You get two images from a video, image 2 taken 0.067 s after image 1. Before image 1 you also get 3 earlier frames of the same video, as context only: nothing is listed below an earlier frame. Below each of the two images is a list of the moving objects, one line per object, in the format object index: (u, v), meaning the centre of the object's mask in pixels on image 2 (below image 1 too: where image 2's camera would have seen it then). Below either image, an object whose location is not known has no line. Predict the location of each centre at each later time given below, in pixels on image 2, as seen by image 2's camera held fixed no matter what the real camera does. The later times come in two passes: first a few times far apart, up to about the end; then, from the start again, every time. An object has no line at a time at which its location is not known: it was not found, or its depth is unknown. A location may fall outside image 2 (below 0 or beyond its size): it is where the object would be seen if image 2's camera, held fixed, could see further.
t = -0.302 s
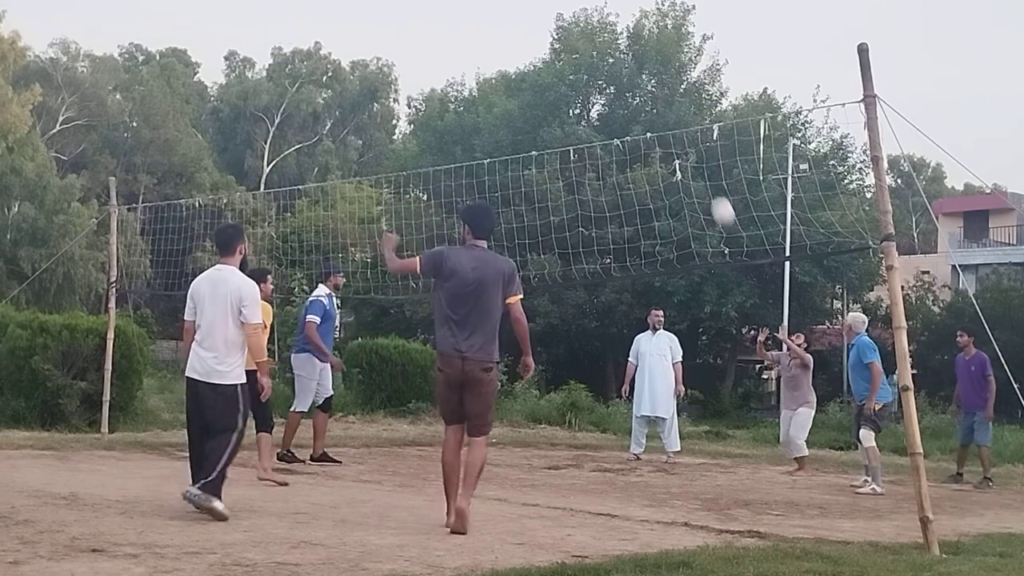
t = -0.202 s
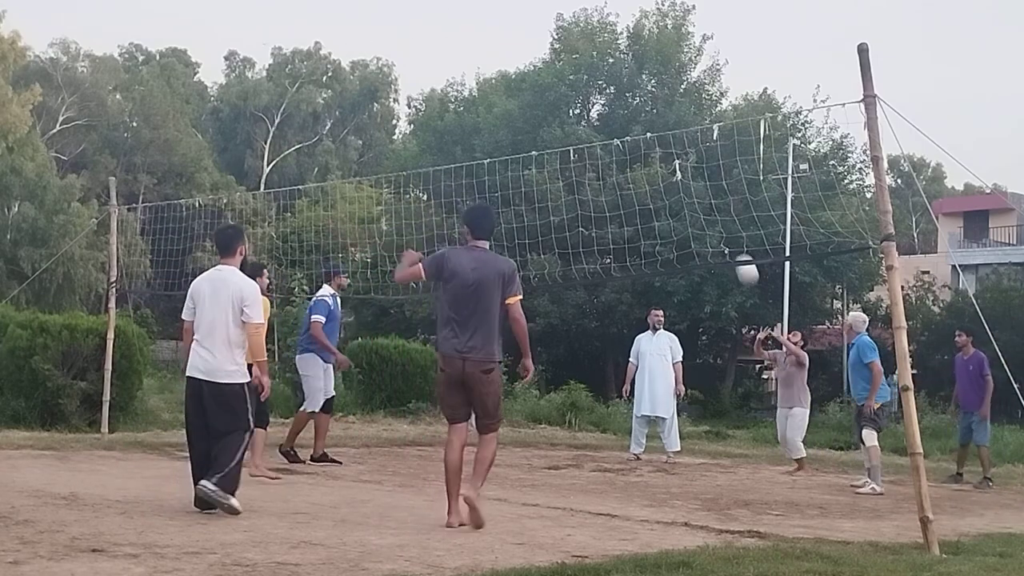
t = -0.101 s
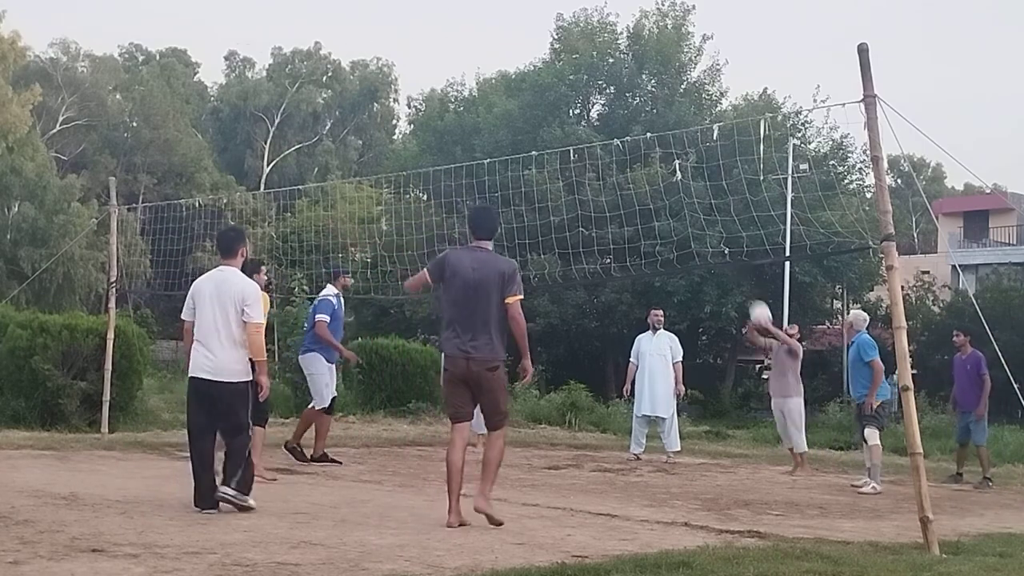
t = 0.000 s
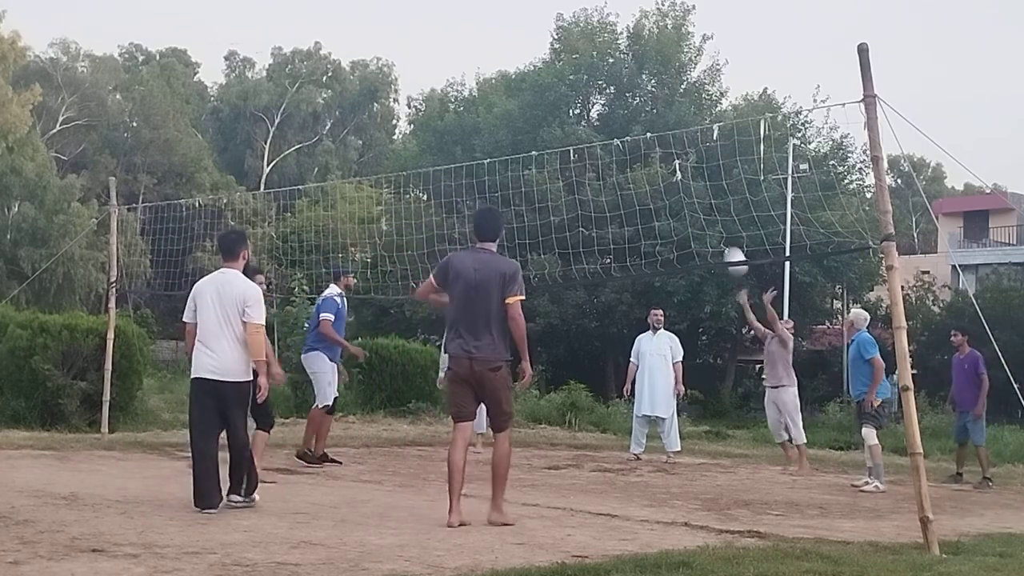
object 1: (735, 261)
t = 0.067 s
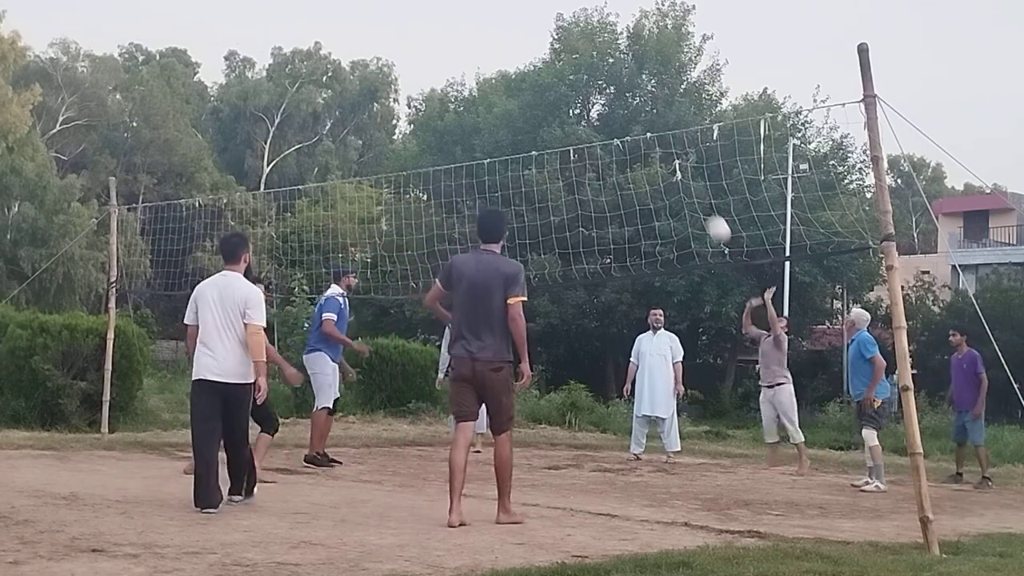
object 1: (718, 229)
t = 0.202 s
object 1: (682, 176)
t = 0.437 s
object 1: (617, 120)
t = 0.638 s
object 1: (559, 112)
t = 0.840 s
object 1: (497, 143)
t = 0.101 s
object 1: (710, 215)
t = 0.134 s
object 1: (701, 201)
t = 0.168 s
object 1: (691, 188)
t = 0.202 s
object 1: (682, 176)
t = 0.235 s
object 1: (673, 165)
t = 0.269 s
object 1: (664, 155)
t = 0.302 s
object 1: (654, 146)
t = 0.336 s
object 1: (646, 139)
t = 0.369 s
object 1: (636, 131)
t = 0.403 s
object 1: (626, 125)
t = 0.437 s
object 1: (617, 120)
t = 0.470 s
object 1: (609, 116)
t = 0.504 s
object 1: (599, 113)
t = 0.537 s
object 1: (589, 112)
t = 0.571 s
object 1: (578, 111)
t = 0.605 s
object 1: (569, 111)
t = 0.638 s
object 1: (559, 112)
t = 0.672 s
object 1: (549, 115)
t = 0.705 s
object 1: (538, 118)
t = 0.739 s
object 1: (528, 123)
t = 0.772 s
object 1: (517, 129)
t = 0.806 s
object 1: (507, 136)
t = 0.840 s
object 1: (497, 143)
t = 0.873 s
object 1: (485, 153)
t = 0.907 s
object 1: (474, 164)
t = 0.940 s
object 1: (463, 176)
